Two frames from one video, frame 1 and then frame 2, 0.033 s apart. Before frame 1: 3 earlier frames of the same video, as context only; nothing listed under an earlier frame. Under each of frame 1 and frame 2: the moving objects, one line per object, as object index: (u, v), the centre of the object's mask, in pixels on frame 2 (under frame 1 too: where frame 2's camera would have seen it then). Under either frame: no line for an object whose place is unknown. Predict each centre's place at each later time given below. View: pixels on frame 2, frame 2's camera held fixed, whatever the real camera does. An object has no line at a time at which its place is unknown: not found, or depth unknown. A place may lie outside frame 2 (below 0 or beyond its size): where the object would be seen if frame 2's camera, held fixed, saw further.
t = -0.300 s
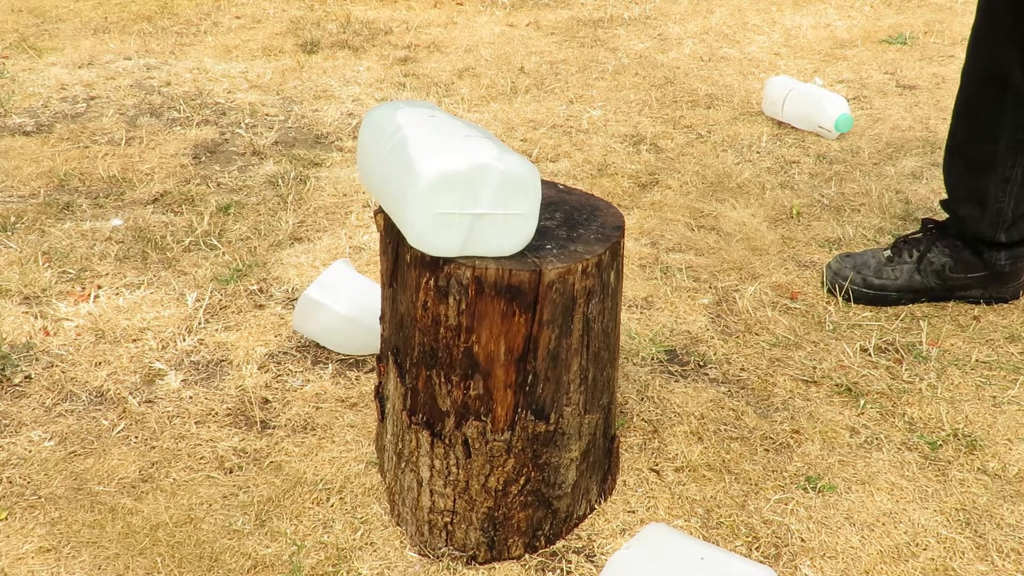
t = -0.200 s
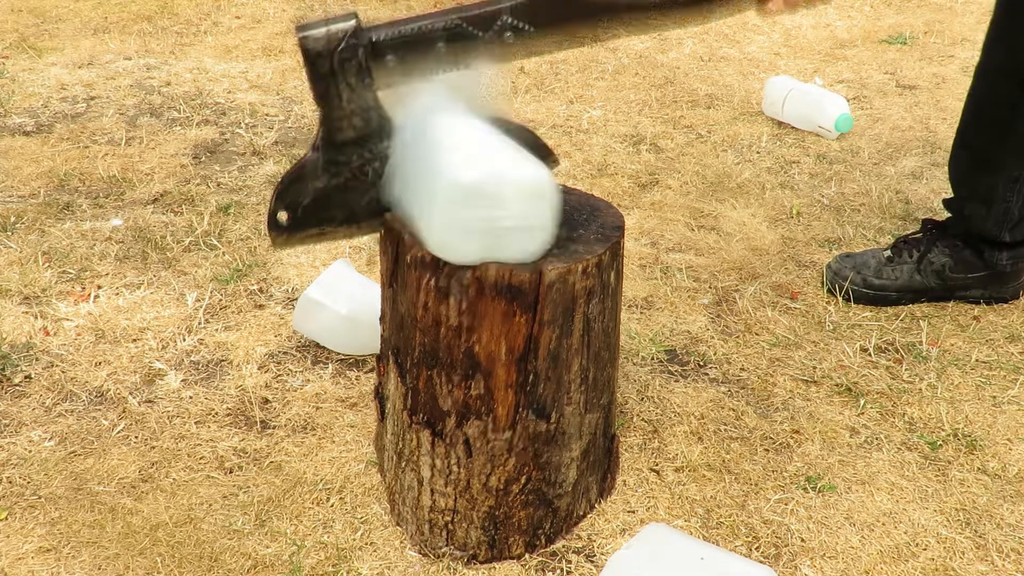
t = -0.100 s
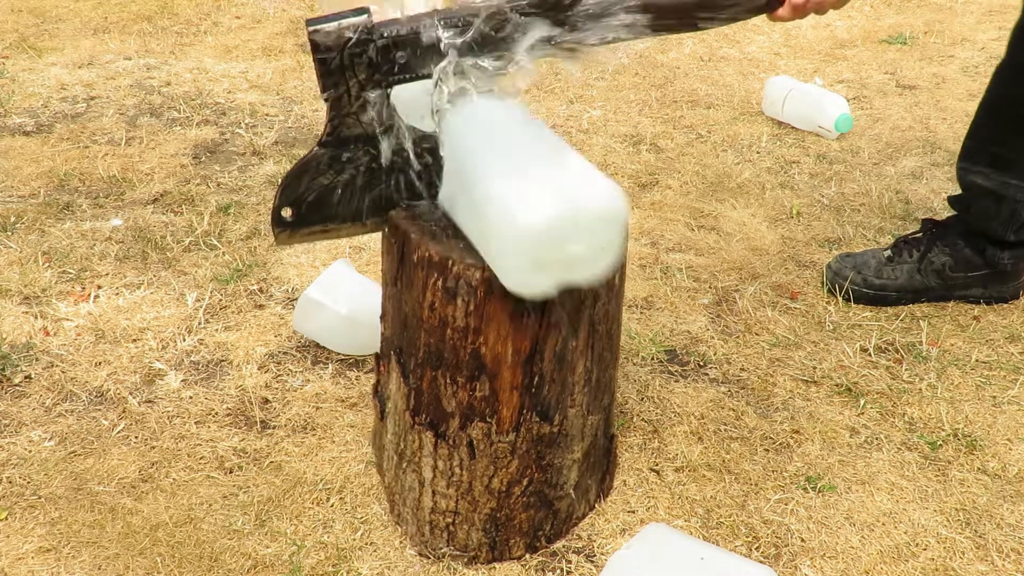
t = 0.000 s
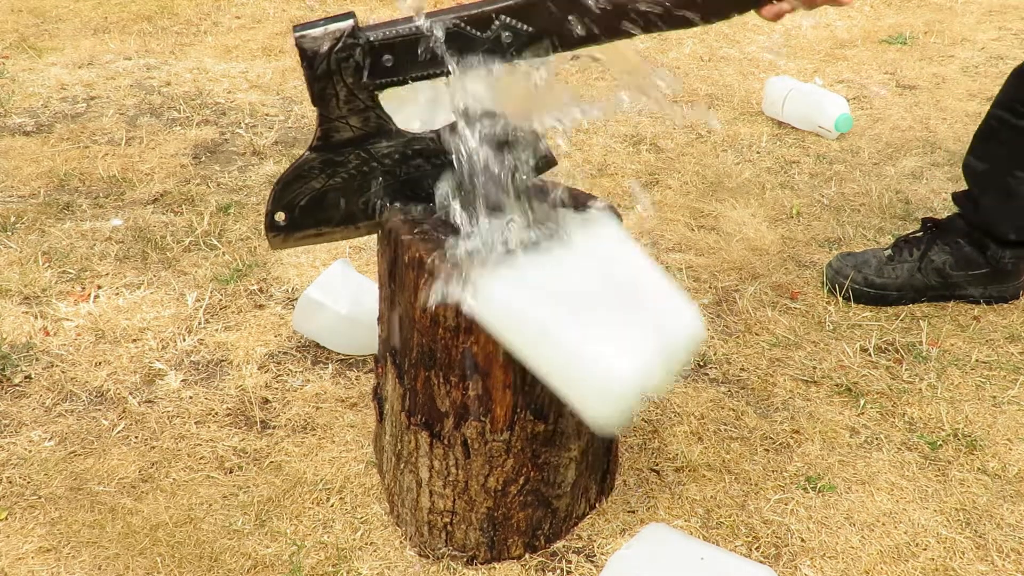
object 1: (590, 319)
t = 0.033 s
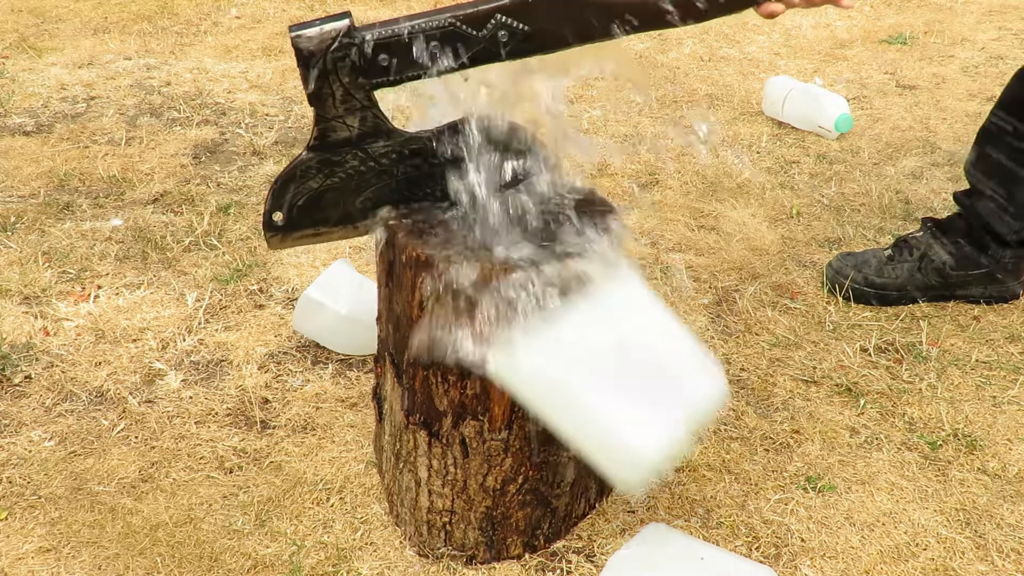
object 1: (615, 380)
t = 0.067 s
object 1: (640, 445)
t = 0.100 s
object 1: (655, 507)
